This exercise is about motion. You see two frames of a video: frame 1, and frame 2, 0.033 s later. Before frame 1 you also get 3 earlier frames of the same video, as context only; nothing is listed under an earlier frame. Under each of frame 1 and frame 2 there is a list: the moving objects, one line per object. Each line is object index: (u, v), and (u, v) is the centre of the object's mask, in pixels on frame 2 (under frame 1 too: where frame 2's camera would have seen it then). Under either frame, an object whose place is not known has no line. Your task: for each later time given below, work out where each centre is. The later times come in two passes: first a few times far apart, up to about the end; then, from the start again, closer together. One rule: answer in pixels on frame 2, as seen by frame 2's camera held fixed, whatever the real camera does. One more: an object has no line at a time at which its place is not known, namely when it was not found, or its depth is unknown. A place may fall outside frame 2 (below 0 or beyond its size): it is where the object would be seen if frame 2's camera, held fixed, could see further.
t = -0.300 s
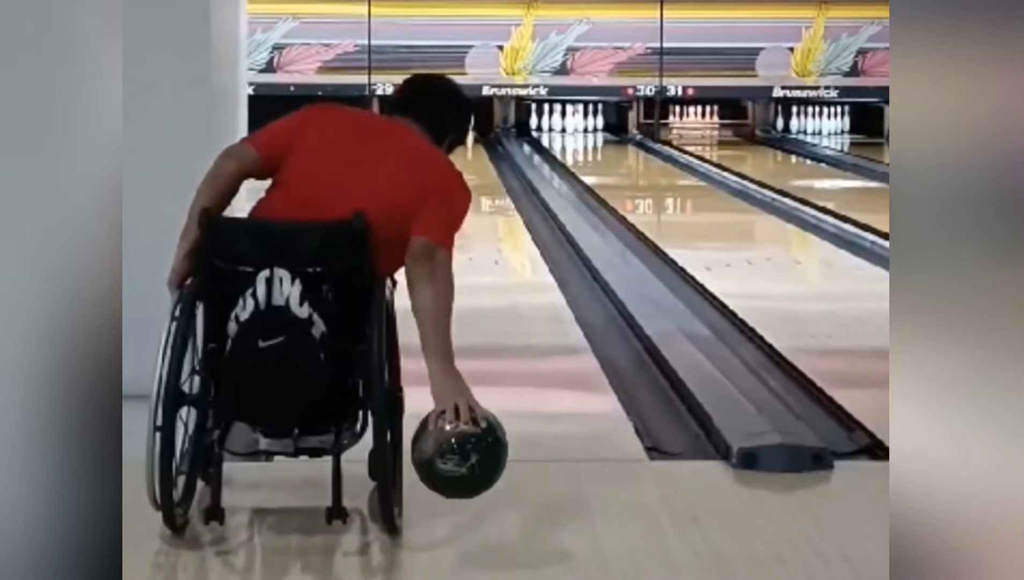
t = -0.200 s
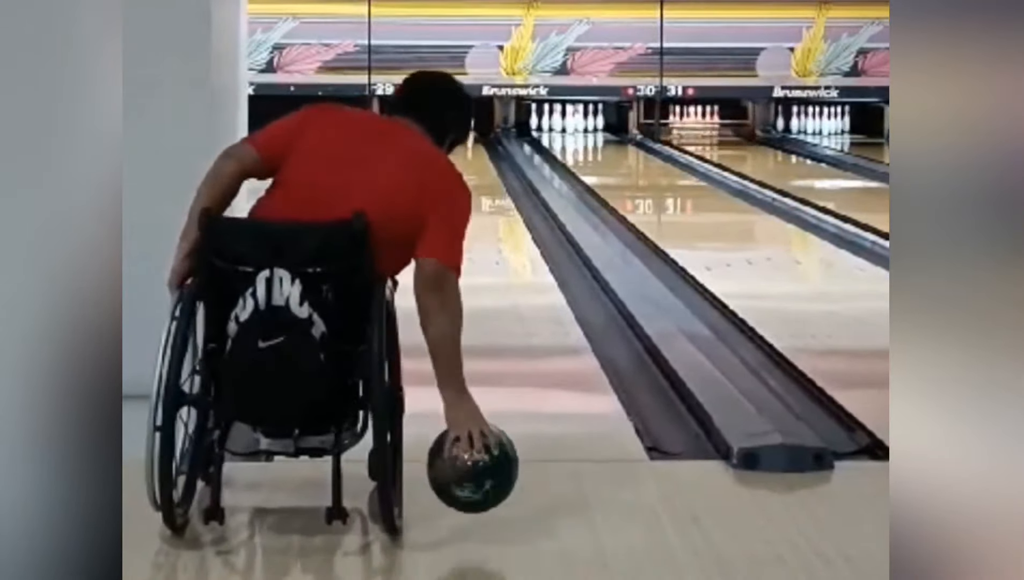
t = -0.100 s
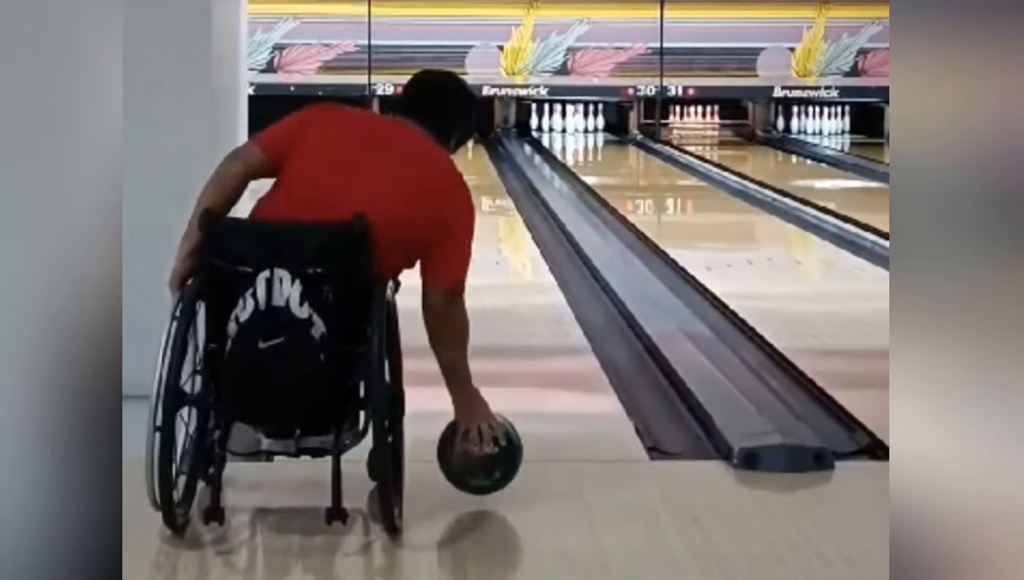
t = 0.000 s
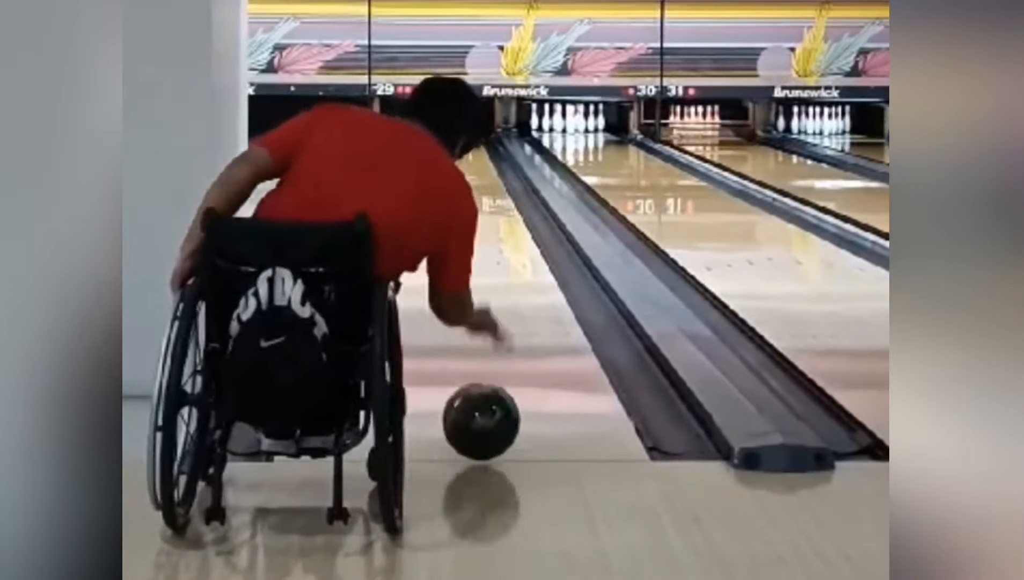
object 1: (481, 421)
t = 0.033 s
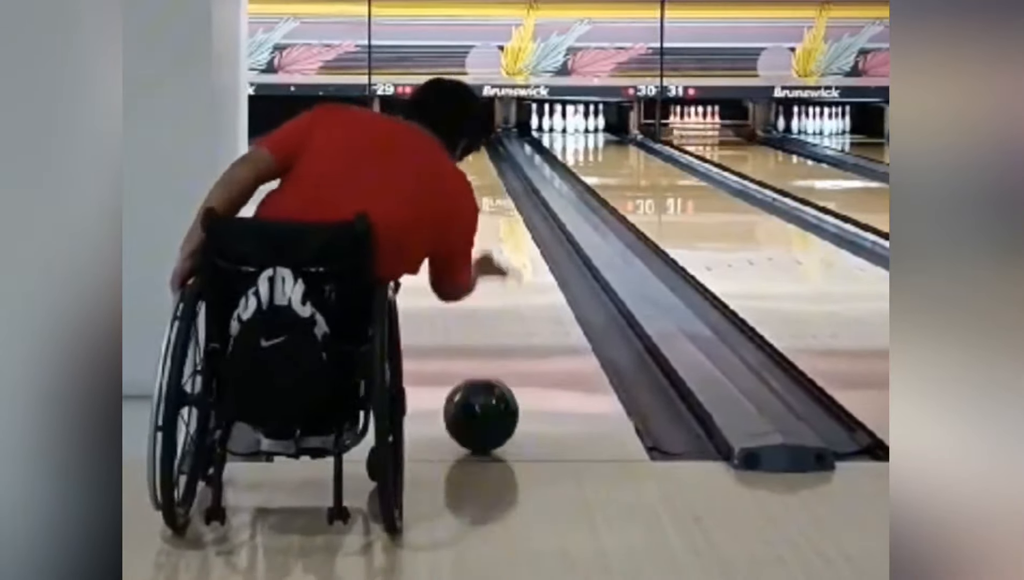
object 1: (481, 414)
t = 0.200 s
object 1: (481, 368)
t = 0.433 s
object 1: (480, 320)
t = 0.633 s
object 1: (488, 290)
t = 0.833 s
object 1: (487, 266)
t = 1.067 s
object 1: (491, 244)
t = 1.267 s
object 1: (487, 230)
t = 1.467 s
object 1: (485, 216)
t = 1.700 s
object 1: (485, 202)
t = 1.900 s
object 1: (485, 192)
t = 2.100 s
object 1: (482, 183)
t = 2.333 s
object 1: (478, 175)
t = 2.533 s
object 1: (477, 170)
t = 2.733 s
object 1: (477, 165)
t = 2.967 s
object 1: (477, 158)
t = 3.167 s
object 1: (478, 153)
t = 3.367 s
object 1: (478, 148)
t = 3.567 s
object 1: (477, 145)
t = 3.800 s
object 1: (475, 141)
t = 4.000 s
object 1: (474, 139)
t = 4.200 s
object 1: (471, 136)
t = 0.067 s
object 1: (481, 404)
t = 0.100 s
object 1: (481, 394)
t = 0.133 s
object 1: (481, 385)
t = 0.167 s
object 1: (481, 375)
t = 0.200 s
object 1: (481, 368)
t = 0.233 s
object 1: (481, 360)
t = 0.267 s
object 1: (481, 352)
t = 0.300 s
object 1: (481, 345)
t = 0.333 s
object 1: (481, 338)
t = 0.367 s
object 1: (481, 332)
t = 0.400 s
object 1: (481, 326)
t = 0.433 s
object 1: (480, 320)
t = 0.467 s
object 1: (480, 315)
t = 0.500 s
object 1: (480, 310)
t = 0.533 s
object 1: (482, 309)
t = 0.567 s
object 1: (491, 304)
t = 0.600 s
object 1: (491, 295)
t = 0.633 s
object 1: (488, 290)
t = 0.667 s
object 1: (486, 286)
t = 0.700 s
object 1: (484, 281)
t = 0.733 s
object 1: (483, 278)
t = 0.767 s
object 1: (484, 274)
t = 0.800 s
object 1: (485, 270)
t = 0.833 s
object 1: (487, 266)
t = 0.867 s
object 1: (489, 263)
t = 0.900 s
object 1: (491, 260)
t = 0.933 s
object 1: (492, 256)
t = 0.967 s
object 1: (492, 253)
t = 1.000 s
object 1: (493, 250)
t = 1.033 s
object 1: (492, 247)
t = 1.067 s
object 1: (491, 244)
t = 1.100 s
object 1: (490, 242)
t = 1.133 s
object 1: (489, 239)
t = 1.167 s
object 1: (488, 237)
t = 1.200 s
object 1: (487, 235)
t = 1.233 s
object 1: (487, 232)
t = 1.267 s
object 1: (487, 230)
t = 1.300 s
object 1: (486, 226)
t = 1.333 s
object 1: (486, 225)
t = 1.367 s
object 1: (485, 222)
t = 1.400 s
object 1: (486, 221)
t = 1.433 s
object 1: (486, 219)
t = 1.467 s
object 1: (485, 216)
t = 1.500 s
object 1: (485, 214)
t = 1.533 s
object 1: (485, 212)
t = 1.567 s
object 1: (485, 211)
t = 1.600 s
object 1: (485, 209)
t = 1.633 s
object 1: (485, 207)
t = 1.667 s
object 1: (485, 205)
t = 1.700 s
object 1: (485, 202)
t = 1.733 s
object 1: (486, 201)
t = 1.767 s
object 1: (486, 199)
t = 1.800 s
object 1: (485, 197)
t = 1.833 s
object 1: (486, 197)
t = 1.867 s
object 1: (485, 194)
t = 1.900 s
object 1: (485, 192)
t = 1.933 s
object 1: (484, 191)
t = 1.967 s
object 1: (484, 189)
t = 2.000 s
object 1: (484, 187)
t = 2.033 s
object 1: (483, 186)
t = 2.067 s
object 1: (483, 184)
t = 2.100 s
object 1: (482, 183)
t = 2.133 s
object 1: (481, 181)
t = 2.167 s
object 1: (480, 180)
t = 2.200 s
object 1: (480, 180)
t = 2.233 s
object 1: (480, 179)
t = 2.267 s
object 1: (480, 178)
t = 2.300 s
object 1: (479, 177)
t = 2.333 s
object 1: (478, 175)
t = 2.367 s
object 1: (478, 175)
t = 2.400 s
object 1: (477, 174)
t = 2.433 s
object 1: (477, 174)
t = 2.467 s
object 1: (477, 173)
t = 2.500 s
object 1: (477, 171)
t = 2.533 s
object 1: (477, 170)
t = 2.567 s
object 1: (477, 169)
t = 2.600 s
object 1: (477, 169)
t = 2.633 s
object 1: (477, 168)
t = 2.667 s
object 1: (477, 166)
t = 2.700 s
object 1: (476, 166)
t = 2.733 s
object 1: (477, 165)
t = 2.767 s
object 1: (477, 164)
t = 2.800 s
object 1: (477, 163)
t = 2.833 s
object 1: (477, 162)
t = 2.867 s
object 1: (477, 161)
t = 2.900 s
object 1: (477, 160)
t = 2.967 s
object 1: (477, 158)
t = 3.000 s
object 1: (476, 156)
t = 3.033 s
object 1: (477, 156)
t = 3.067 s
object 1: (478, 155)
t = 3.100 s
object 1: (478, 154)
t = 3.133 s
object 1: (478, 154)
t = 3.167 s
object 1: (478, 153)
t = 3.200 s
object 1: (478, 152)
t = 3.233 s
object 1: (478, 151)
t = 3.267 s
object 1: (478, 151)
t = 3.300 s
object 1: (478, 150)
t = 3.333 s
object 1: (478, 149)
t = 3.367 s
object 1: (478, 148)
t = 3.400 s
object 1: (477, 148)
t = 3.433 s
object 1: (477, 146)
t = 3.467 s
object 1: (477, 146)
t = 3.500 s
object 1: (477, 146)
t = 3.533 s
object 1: (477, 145)
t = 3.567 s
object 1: (477, 145)
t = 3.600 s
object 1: (476, 143)
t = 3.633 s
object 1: (476, 143)
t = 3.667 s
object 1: (476, 143)
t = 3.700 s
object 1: (476, 142)
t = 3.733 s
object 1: (475, 142)
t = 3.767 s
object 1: (475, 141)
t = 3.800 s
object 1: (475, 141)
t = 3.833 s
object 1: (474, 140)
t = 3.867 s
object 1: (474, 140)
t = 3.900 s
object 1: (473, 140)
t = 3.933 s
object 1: (473, 140)
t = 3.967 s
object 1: (474, 140)
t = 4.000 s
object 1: (474, 139)
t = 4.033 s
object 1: (473, 139)
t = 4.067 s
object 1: (473, 138)
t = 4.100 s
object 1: (473, 137)
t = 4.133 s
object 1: (472, 136)
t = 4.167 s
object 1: (471, 137)
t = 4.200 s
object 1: (471, 136)
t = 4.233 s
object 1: (471, 135)
